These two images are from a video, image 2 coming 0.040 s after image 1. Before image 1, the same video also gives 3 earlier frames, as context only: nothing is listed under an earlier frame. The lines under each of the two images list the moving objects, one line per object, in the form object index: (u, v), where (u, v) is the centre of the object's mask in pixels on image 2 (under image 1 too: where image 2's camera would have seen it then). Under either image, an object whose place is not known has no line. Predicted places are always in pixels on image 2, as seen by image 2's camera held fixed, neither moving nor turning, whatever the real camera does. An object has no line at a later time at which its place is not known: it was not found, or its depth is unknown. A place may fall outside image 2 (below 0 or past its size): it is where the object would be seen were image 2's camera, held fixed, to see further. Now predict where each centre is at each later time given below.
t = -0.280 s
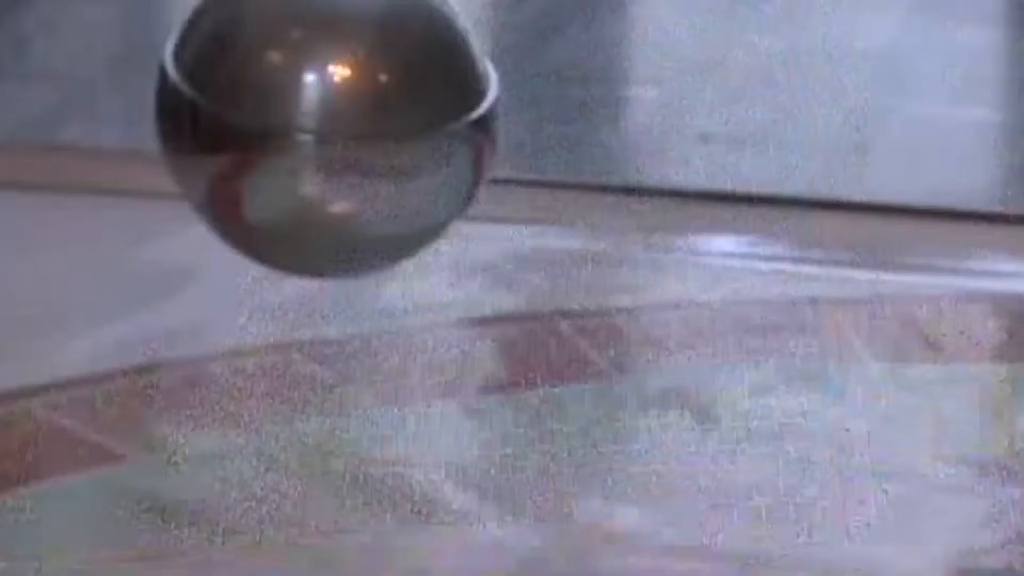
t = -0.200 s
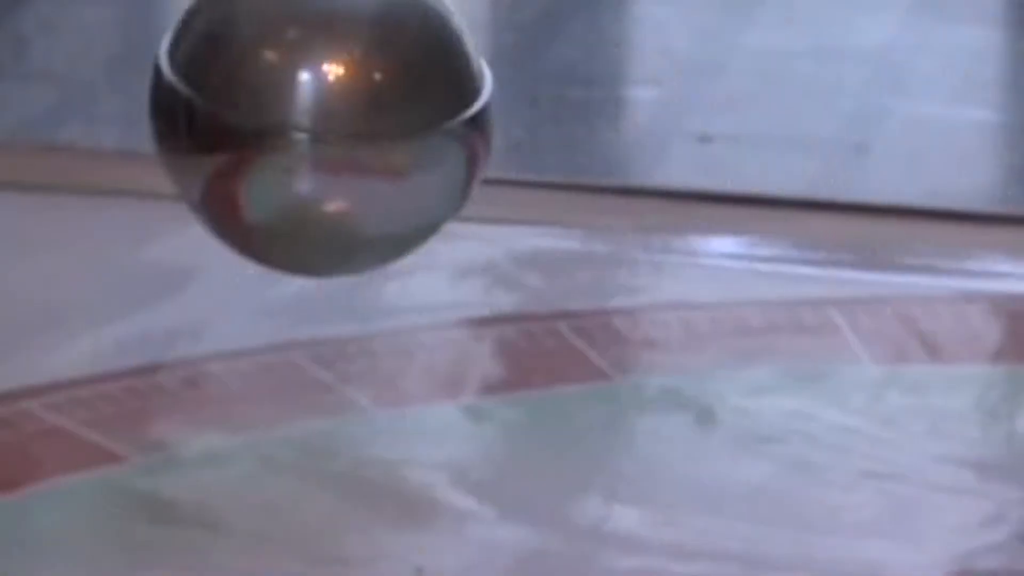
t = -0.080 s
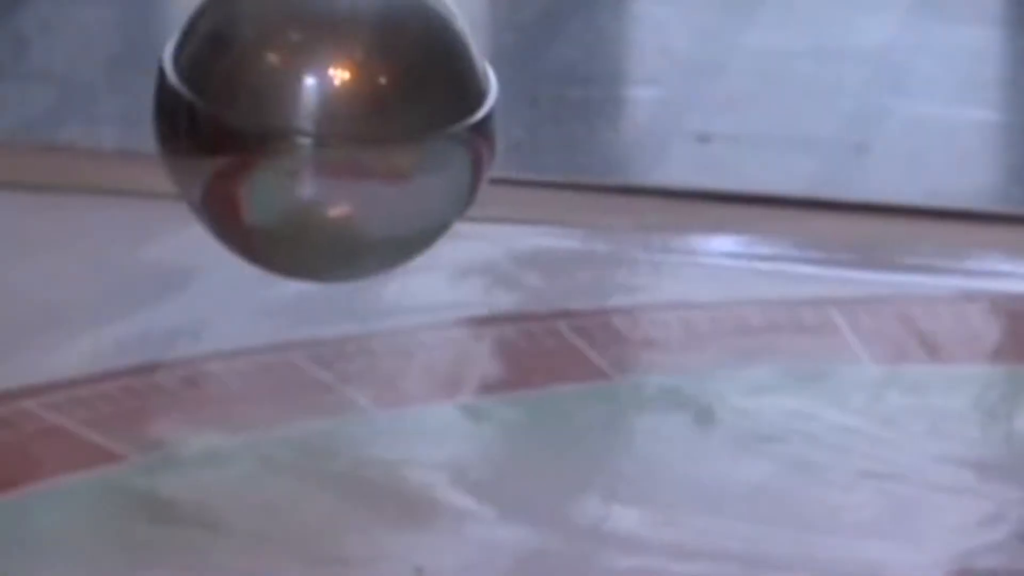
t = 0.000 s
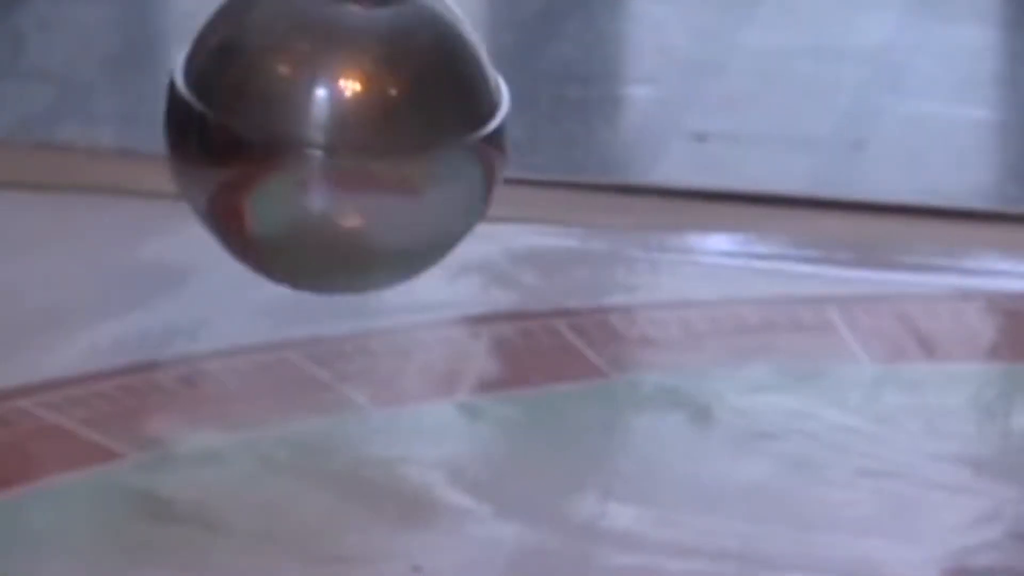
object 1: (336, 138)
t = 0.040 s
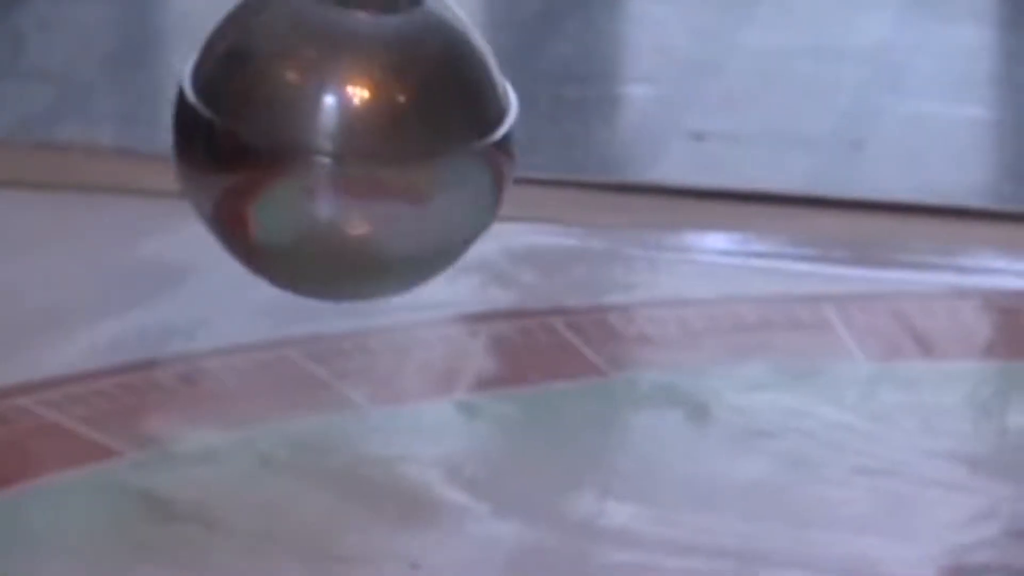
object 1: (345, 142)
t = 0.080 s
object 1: (356, 148)
